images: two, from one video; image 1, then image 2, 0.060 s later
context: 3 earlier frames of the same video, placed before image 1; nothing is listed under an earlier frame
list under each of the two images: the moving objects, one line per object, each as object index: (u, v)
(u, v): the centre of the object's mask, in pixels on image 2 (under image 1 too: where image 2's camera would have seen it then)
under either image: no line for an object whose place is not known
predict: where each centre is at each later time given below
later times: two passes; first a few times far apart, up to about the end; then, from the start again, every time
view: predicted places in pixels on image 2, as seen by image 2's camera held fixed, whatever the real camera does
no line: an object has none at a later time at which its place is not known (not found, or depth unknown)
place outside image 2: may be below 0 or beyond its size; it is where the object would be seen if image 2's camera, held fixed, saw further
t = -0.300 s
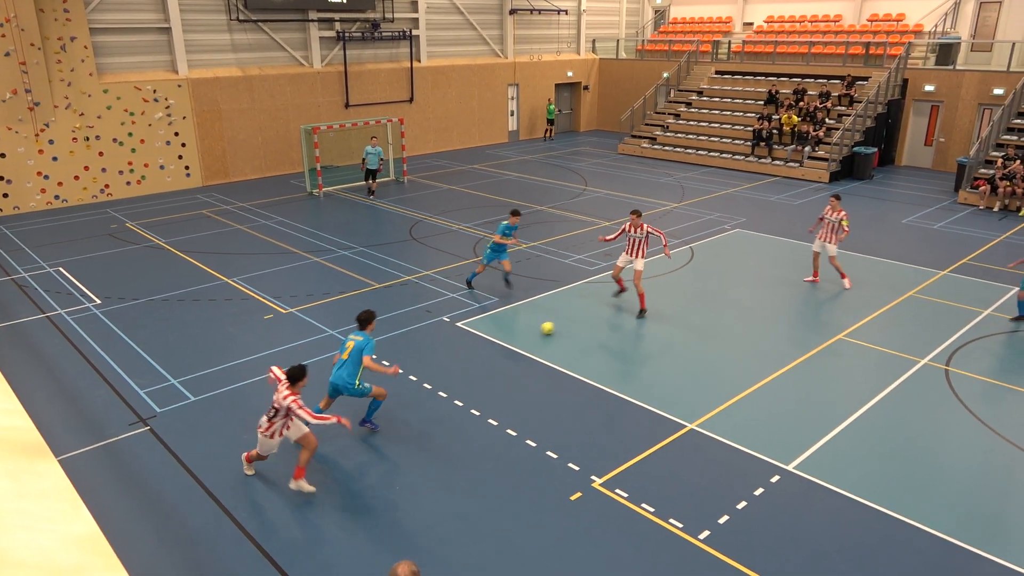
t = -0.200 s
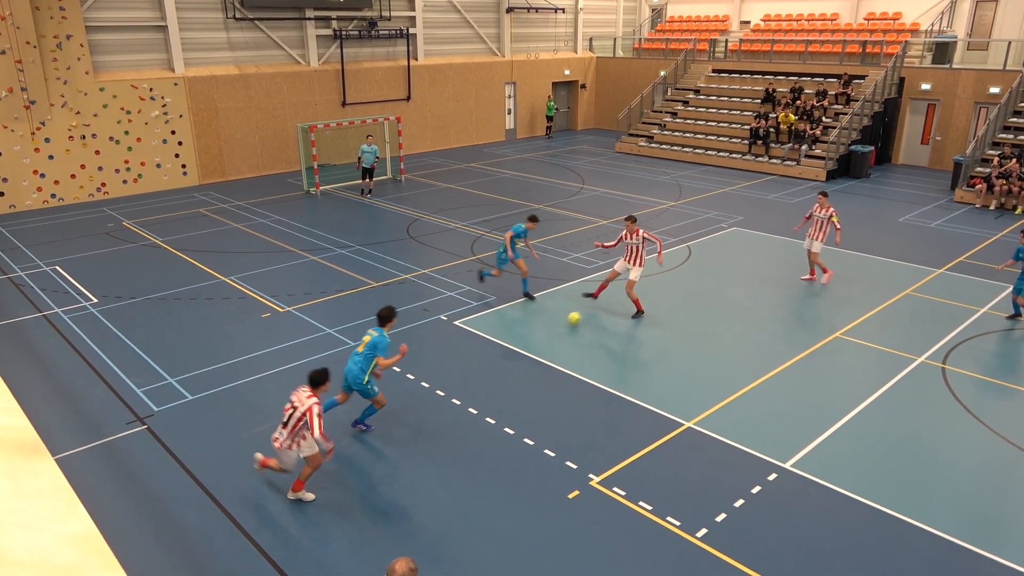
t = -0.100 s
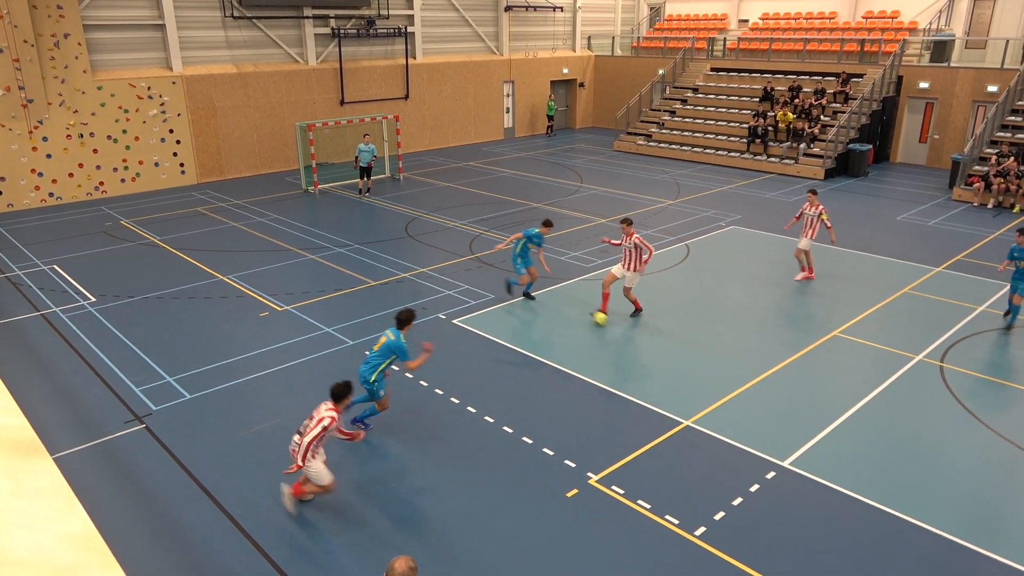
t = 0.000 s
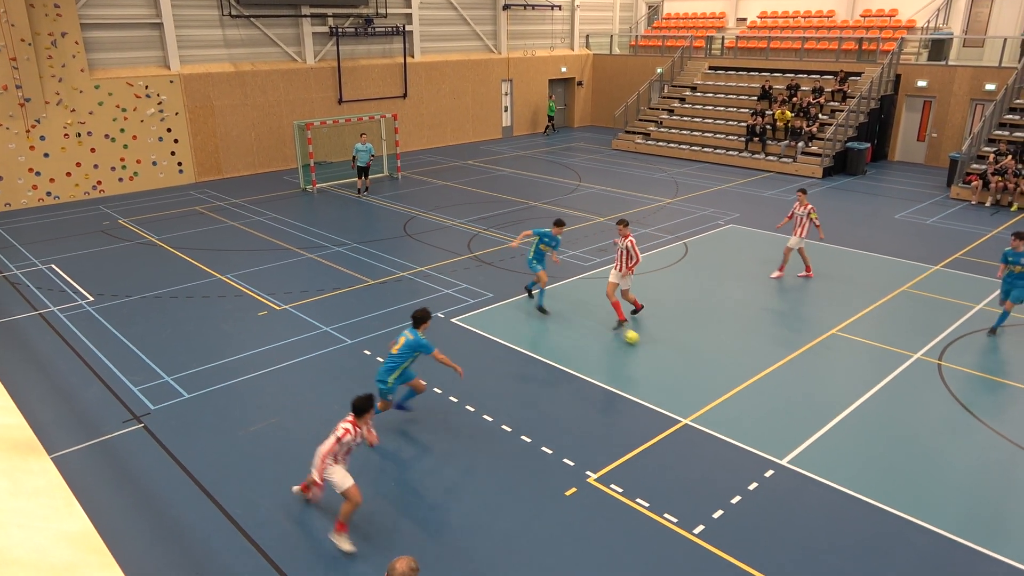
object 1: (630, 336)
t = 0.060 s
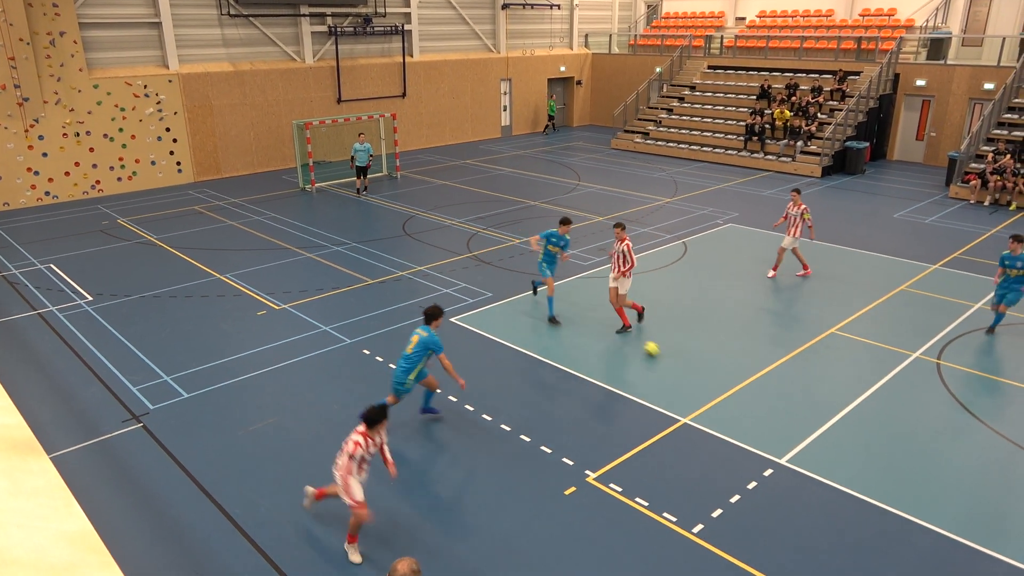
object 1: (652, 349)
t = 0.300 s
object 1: (744, 402)
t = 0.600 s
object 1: (884, 478)
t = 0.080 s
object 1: (658, 353)
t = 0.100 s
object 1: (665, 357)
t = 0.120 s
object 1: (673, 361)
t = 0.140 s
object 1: (680, 365)
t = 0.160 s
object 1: (688, 370)
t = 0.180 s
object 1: (695, 374)
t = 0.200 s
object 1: (703, 379)
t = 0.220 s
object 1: (710, 383)
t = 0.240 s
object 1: (718, 387)
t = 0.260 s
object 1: (726, 392)
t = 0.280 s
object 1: (736, 397)
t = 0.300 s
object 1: (744, 402)
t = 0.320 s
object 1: (751, 406)
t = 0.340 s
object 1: (760, 410)
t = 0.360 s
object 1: (769, 416)
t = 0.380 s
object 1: (778, 420)
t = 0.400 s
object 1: (787, 425)
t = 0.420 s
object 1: (795, 430)
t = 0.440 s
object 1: (805, 435)
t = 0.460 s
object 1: (814, 440)
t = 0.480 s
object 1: (824, 445)
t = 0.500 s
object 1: (833, 450)
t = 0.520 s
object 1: (843, 456)
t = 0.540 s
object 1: (852, 461)
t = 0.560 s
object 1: (863, 466)
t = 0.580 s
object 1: (873, 472)
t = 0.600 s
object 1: (884, 478)
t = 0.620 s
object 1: (895, 484)
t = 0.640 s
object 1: (906, 490)
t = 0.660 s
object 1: (918, 496)
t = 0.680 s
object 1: (930, 503)
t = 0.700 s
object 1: (942, 510)
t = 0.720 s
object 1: (955, 517)
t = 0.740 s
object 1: (967, 523)
